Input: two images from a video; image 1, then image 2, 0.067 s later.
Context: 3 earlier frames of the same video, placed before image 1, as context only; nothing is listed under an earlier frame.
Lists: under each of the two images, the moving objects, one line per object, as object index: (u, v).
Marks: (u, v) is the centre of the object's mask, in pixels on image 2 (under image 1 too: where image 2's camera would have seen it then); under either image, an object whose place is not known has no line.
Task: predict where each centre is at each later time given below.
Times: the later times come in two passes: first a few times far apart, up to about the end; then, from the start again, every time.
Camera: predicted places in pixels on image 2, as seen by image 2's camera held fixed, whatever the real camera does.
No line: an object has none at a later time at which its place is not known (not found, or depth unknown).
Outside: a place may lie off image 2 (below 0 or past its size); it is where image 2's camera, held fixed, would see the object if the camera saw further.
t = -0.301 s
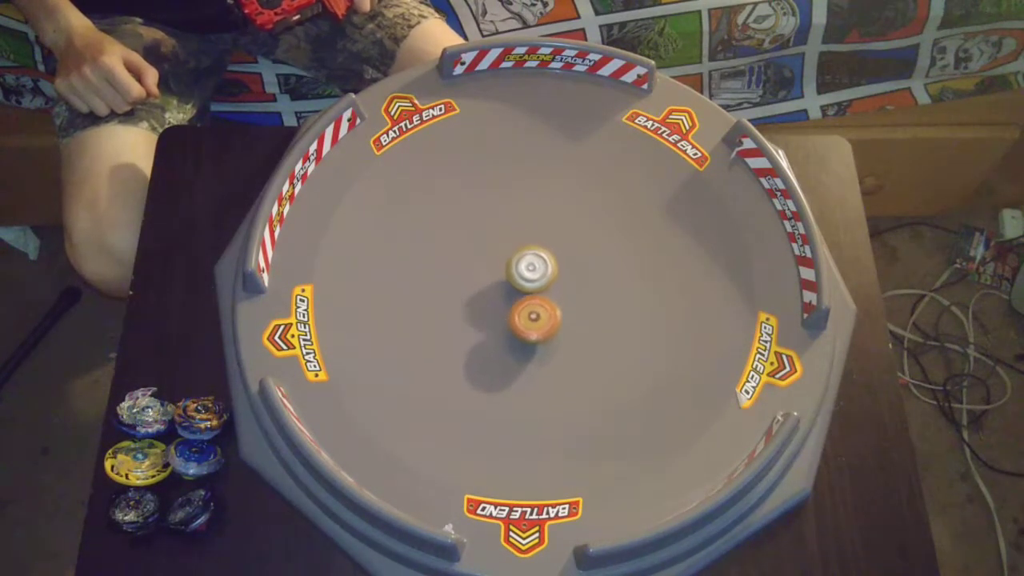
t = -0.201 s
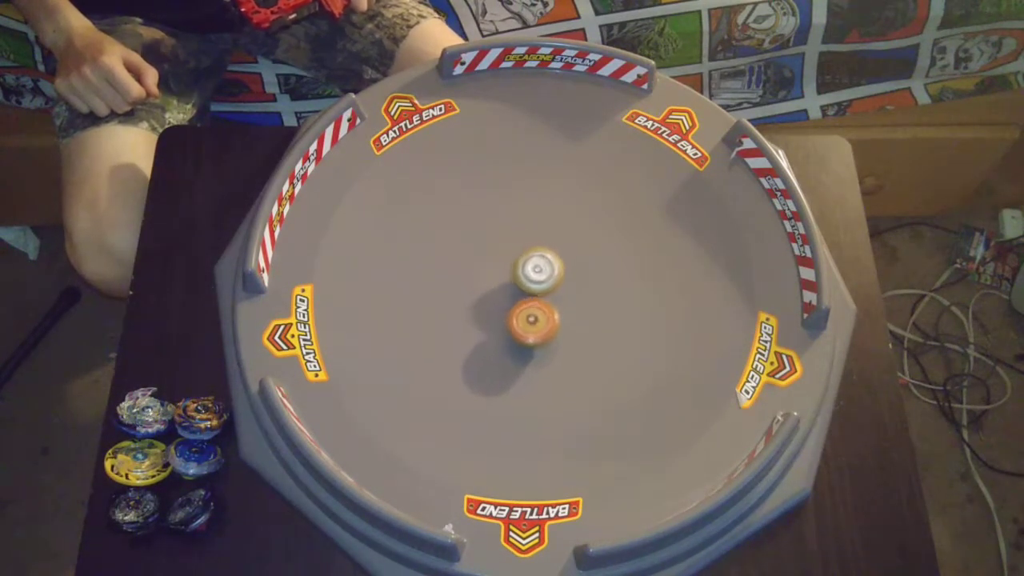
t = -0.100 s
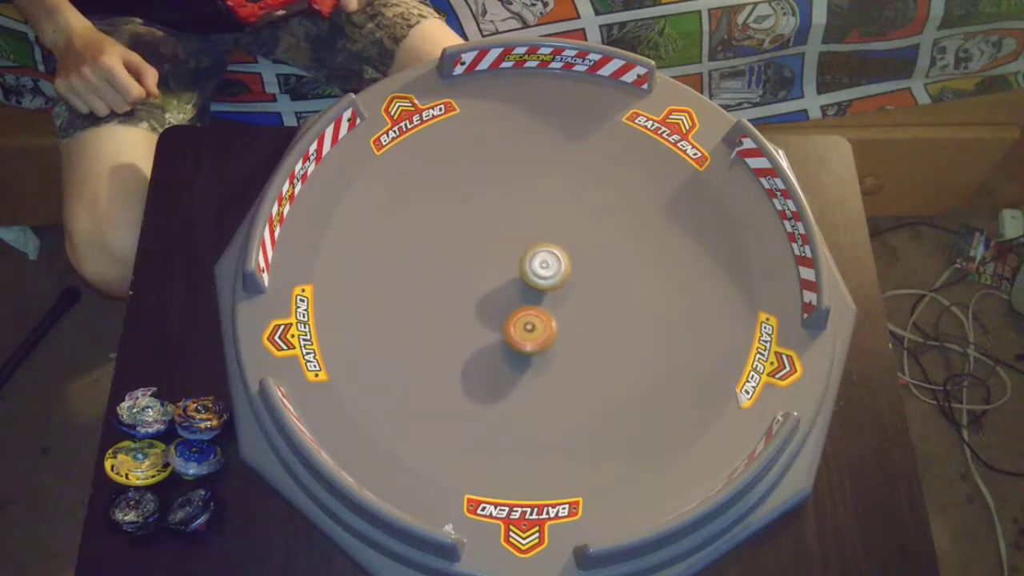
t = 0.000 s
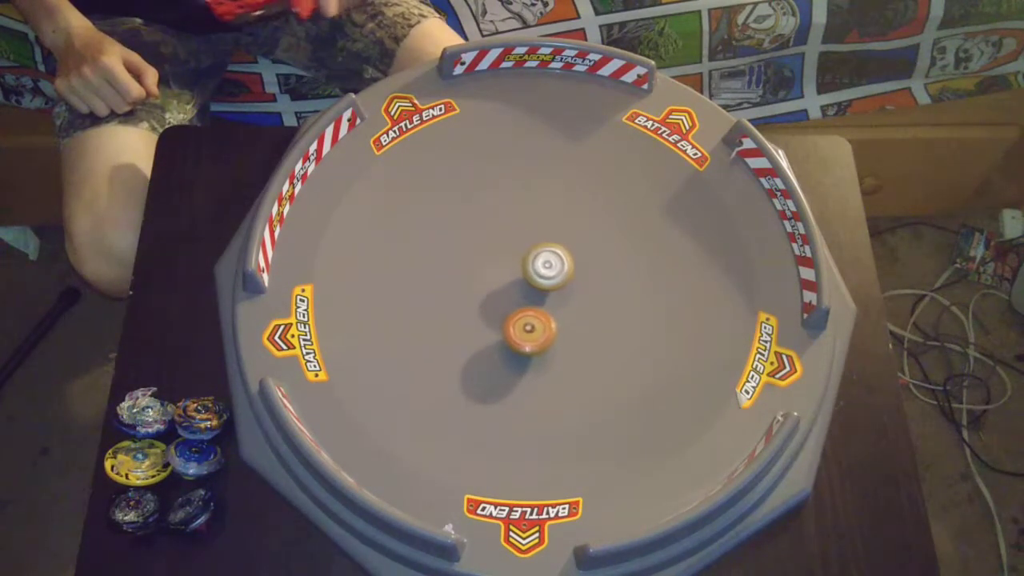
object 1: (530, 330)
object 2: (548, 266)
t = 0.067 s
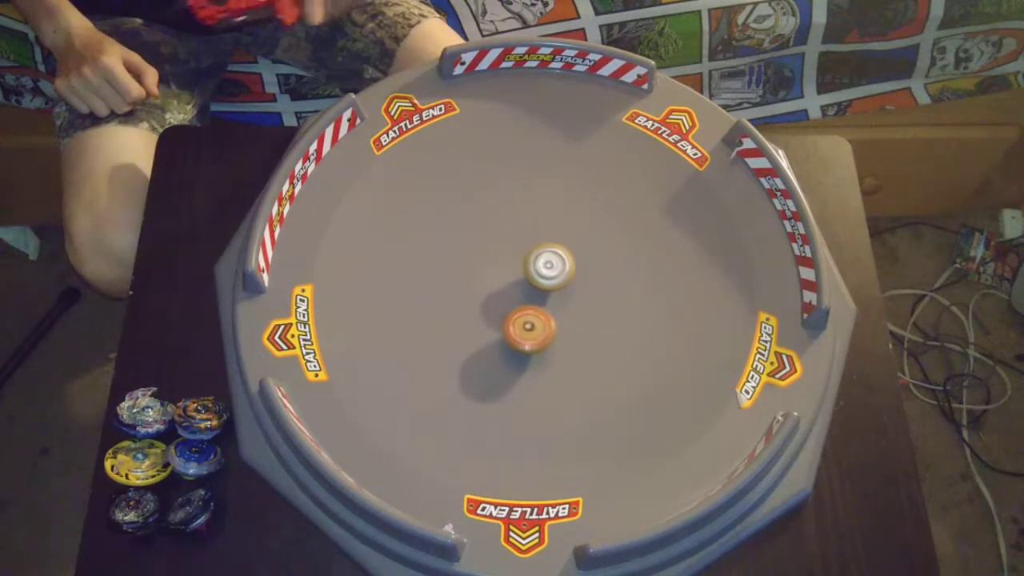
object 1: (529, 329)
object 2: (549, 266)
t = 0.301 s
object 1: (532, 318)
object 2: (551, 270)
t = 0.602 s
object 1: (506, 316)
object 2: (561, 266)
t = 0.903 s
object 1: (493, 298)
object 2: (552, 274)
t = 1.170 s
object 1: (490, 280)
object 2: (545, 288)
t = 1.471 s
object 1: (495, 263)
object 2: (538, 299)
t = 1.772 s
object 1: (511, 259)
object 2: (532, 305)
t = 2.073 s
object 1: (537, 229)
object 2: (525, 318)
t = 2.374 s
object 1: (579, 213)
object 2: (516, 312)
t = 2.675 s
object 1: (598, 219)
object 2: (514, 298)
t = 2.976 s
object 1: (603, 248)
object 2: (521, 281)
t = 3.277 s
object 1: (600, 287)
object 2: (530, 269)
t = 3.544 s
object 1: (580, 316)
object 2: (541, 266)
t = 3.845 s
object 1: (543, 337)
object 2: (549, 269)
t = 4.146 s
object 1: (493, 349)
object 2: (552, 281)
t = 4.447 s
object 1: (456, 345)
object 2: (548, 295)
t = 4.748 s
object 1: (451, 323)
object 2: (537, 302)
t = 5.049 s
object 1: (456, 285)
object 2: (525, 301)
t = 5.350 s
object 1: (476, 250)
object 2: (515, 291)
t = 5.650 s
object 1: (508, 229)
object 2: (514, 279)
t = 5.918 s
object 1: (540, 225)
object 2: (524, 273)
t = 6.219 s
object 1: (578, 234)
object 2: (535, 273)
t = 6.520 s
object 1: (610, 252)
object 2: (539, 281)
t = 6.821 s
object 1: (619, 281)
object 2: (539, 293)
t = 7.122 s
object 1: (604, 315)
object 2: (536, 298)
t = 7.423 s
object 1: (564, 341)
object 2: (531, 295)
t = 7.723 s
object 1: (512, 347)
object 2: (525, 287)
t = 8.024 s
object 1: (461, 334)
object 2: (523, 277)
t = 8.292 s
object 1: (444, 314)
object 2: (527, 274)
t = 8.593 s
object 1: (449, 281)
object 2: (536, 273)
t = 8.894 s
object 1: (475, 246)
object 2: (544, 279)
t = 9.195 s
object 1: (513, 231)
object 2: (544, 289)
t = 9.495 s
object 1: (543, 243)
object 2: (537, 295)
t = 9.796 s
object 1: (566, 265)
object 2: (525, 300)
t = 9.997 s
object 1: (576, 283)
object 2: (519, 299)
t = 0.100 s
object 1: (529, 328)
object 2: (550, 267)
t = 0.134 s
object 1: (530, 327)
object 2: (550, 267)
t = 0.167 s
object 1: (530, 325)
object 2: (550, 267)
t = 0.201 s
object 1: (530, 323)
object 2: (551, 268)
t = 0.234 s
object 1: (531, 321)
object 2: (551, 268)
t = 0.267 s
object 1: (532, 319)
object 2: (551, 269)
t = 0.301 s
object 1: (532, 318)
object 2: (551, 270)
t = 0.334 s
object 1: (531, 317)
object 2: (553, 270)
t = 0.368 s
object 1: (526, 319)
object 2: (556, 268)
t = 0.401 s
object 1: (523, 320)
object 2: (558, 267)
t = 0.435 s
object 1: (519, 320)
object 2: (559, 267)
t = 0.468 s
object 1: (516, 320)
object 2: (560, 266)
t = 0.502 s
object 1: (513, 320)
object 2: (560, 266)
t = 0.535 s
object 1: (510, 319)
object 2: (561, 266)
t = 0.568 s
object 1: (508, 317)
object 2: (561, 266)
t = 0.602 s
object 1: (506, 316)
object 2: (561, 266)
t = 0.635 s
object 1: (504, 315)
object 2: (560, 267)
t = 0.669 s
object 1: (502, 312)
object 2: (560, 267)
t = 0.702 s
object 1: (500, 311)
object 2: (559, 268)
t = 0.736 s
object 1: (498, 309)
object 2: (558, 269)
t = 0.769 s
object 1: (497, 307)
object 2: (557, 270)
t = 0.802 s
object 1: (496, 305)
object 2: (556, 271)
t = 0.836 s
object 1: (495, 303)
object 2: (554, 272)
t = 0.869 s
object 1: (494, 300)
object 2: (553, 273)
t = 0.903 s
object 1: (493, 298)
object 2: (552, 274)
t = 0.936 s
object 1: (493, 296)
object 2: (550, 276)
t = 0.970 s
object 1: (493, 294)
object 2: (549, 277)
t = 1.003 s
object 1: (493, 291)
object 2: (548, 279)
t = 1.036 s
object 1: (492, 289)
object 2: (548, 281)
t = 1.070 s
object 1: (491, 287)
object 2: (547, 283)
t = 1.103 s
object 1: (491, 285)
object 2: (547, 285)
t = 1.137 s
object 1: (490, 283)
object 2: (546, 286)
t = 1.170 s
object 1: (490, 280)
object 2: (545, 288)
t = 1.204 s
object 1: (489, 278)
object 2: (545, 290)
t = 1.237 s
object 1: (490, 276)
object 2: (544, 291)
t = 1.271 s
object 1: (490, 274)
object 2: (543, 292)
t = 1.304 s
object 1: (490, 272)
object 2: (542, 294)
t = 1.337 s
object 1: (491, 270)
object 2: (541, 295)
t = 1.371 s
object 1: (492, 268)
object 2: (540, 297)
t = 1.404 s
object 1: (493, 266)
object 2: (539, 298)
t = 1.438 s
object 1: (494, 264)
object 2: (538, 299)
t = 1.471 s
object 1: (495, 263)
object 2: (538, 299)
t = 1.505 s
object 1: (497, 262)
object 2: (537, 300)
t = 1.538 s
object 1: (498, 260)
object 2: (536, 301)
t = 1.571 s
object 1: (500, 259)
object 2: (536, 302)
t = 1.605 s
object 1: (502, 258)
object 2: (535, 302)
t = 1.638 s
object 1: (503, 258)
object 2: (535, 303)
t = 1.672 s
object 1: (505, 258)
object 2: (534, 303)
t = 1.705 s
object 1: (507, 258)
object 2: (533, 303)
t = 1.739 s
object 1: (509, 259)
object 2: (532, 304)
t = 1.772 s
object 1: (511, 259)
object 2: (532, 305)
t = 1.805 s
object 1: (513, 254)
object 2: (531, 309)
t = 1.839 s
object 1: (515, 250)
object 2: (530, 312)
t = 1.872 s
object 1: (517, 246)
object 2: (529, 314)
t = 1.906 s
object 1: (520, 243)
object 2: (529, 315)
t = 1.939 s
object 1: (523, 240)
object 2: (528, 316)
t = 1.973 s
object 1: (526, 237)
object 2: (527, 317)
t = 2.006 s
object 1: (529, 235)
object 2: (527, 318)
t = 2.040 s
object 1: (533, 232)
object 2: (526, 318)
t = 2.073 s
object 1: (537, 229)
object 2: (525, 318)
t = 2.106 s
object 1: (541, 227)
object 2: (524, 317)
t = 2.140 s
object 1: (545, 224)
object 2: (523, 317)
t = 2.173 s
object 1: (550, 222)
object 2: (522, 317)
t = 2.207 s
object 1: (555, 220)
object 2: (521, 316)
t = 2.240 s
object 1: (560, 218)
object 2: (520, 316)
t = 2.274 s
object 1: (565, 216)
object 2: (519, 315)
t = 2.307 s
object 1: (570, 215)
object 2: (518, 314)
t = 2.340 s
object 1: (574, 214)
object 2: (517, 314)
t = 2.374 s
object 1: (579, 213)
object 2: (516, 312)
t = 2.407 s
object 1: (583, 212)
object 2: (516, 311)
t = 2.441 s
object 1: (586, 212)
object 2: (515, 310)
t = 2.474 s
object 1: (589, 211)
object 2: (515, 309)
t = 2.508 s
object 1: (592, 212)
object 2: (514, 307)
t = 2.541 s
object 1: (594, 213)
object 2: (514, 306)
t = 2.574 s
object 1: (596, 214)
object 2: (514, 304)
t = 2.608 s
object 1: (597, 215)
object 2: (514, 302)
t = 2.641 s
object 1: (598, 217)
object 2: (514, 300)
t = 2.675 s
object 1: (598, 219)
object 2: (514, 298)
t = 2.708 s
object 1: (598, 221)
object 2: (515, 296)
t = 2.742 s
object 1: (599, 224)
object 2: (515, 295)
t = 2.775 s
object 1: (599, 226)
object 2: (516, 292)
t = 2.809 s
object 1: (599, 230)
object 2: (517, 290)
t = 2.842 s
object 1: (600, 233)
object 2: (518, 289)
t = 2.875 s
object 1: (600, 237)
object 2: (518, 286)
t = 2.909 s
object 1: (601, 240)
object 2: (519, 284)
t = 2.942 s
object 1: (602, 244)
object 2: (520, 283)
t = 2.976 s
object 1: (603, 248)
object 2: (521, 281)
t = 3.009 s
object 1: (603, 252)
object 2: (522, 280)
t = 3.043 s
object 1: (604, 256)
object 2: (523, 278)
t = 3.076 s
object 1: (604, 261)
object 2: (523, 276)
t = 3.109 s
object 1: (604, 266)
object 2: (524, 275)
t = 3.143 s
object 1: (604, 270)
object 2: (526, 274)
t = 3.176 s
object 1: (603, 275)
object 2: (527, 273)
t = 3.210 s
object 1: (602, 279)
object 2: (528, 272)
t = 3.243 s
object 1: (601, 283)
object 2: (529, 271)
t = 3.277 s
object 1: (600, 287)
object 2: (530, 269)
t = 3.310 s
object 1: (598, 291)
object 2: (532, 269)
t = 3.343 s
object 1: (596, 295)
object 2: (533, 268)
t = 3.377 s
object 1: (595, 298)
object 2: (534, 267)
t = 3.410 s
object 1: (592, 302)
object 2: (535, 267)
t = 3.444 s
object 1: (589, 306)
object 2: (537, 267)
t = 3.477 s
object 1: (587, 309)
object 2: (538, 266)
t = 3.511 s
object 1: (583, 312)
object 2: (539, 266)
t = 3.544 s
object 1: (580, 316)
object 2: (541, 266)
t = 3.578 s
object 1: (577, 318)
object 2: (542, 266)
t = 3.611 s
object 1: (573, 321)
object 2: (543, 266)
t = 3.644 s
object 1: (569, 324)
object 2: (544, 266)
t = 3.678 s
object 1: (565, 326)
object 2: (545, 266)
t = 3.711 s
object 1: (561, 329)
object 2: (546, 267)
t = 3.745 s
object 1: (557, 331)
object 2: (547, 267)
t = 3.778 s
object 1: (552, 333)
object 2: (547, 268)
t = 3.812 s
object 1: (548, 335)
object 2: (548, 269)
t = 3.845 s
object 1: (543, 337)
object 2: (549, 269)
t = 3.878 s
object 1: (538, 339)
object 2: (550, 271)
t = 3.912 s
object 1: (533, 341)
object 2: (550, 272)
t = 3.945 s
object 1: (527, 342)
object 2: (550, 272)
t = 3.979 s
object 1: (522, 344)
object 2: (551, 274)
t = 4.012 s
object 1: (516, 345)
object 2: (551, 275)
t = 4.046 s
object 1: (510, 346)
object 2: (552, 276)
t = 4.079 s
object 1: (505, 347)
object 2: (552, 278)
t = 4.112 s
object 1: (499, 348)
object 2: (552, 279)
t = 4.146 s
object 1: (493, 349)
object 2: (552, 281)
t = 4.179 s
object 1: (488, 349)
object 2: (552, 282)
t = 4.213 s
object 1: (482, 349)
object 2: (552, 284)
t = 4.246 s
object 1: (477, 350)
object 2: (552, 286)
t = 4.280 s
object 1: (472, 349)
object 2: (551, 287)
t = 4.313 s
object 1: (468, 349)
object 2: (551, 289)
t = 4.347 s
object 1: (464, 348)
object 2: (550, 290)
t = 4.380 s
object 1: (461, 347)
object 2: (549, 292)
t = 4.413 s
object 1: (458, 346)
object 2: (549, 293)
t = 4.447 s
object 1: (456, 345)
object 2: (548, 295)
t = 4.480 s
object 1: (454, 343)
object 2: (547, 296)
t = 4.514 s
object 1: (453, 341)
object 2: (546, 297)
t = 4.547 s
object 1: (452, 340)
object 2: (544, 299)
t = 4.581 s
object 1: (451, 337)
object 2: (543, 299)
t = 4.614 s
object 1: (451, 335)
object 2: (542, 300)
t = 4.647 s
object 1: (451, 332)
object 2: (541, 301)
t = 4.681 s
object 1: (451, 330)
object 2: (540, 301)
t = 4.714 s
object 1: (451, 328)
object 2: (538, 302)
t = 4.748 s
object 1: (451, 323)
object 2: (537, 302)
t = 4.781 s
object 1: (452, 320)
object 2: (535, 302)
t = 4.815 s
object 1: (452, 316)
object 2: (534, 303)
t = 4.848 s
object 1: (452, 312)
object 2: (533, 303)
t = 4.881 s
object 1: (452, 308)
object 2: (531, 302)
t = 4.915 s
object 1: (453, 304)
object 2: (530, 302)
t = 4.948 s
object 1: (453, 299)
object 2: (528, 302)
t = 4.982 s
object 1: (454, 295)
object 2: (527, 301)
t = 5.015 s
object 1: (455, 290)
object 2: (526, 301)
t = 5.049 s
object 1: (456, 285)
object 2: (525, 301)
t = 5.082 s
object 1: (457, 281)
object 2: (523, 300)
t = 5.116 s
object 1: (459, 277)
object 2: (522, 299)
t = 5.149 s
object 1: (460, 272)
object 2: (521, 298)
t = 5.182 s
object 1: (462, 268)
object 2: (520, 297)
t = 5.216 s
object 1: (465, 264)
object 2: (519, 296)
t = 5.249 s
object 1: (467, 260)
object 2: (518, 295)
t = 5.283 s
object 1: (470, 256)
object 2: (516, 293)
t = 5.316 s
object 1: (473, 253)
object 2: (516, 292)
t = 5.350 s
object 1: (476, 250)
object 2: (515, 291)
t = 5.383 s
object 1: (479, 247)
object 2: (514, 289)
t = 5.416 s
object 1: (483, 244)
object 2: (514, 288)
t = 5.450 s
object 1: (486, 242)
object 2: (514, 286)
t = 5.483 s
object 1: (489, 240)
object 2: (513, 285)
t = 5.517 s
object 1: (493, 237)
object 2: (513, 283)
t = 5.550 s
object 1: (497, 235)
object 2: (513, 281)
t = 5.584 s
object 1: (500, 233)
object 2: (514, 280)
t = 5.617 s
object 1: (504, 231)
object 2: (514, 280)
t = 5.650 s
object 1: (508, 229)
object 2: (514, 279)
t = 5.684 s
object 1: (512, 228)
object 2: (516, 278)
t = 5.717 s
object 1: (516, 227)
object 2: (516, 277)
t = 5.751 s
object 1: (520, 226)
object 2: (517, 277)
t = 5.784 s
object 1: (524, 225)
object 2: (519, 276)
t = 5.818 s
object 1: (528, 225)
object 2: (520, 275)
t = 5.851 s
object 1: (532, 225)
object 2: (521, 274)
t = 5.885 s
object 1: (536, 225)
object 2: (522, 274)
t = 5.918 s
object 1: (540, 225)
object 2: (524, 273)
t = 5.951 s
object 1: (544, 226)
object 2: (526, 273)
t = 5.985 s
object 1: (548, 227)
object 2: (527, 272)
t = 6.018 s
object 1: (552, 228)
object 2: (529, 272)
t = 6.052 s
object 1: (556, 228)
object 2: (531, 271)
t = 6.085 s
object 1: (560, 230)
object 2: (533, 271)
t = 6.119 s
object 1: (563, 231)
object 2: (535, 271)
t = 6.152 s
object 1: (568, 232)
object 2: (536, 271)
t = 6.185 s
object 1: (572, 233)
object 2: (535, 272)
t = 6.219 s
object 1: (578, 234)
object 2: (535, 273)
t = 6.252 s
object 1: (582, 235)
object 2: (536, 273)
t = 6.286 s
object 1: (586, 237)
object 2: (537, 274)
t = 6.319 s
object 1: (590, 238)
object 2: (537, 275)
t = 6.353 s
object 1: (594, 240)
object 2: (537, 276)
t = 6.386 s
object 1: (598, 242)
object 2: (538, 277)
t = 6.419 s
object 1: (601, 244)
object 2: (538, 278)
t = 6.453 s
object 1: (604, 247)
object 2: (539, 279)
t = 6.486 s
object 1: (607, 250)
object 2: (539, 280)
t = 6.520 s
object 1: (610, 252)
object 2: (539, 281)
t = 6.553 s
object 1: (612, 255)
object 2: (539, 283)
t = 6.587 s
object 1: (614, 258)
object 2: (539, 284)
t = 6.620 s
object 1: (615, 261)
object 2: (539, 285)
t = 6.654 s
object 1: (617, 264)
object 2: (540, 287)
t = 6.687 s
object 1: (618, 268)
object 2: (540, 288)
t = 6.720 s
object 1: (619, 271)
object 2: (539, 289)
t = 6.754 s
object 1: (619, 274)
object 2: (539, 291)
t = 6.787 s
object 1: (619, 278)
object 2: (539, 292)
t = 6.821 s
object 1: (619, 281)
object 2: (539, 293)
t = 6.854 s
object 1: (619, 285)
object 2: (538, 294)
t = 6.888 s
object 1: (618, 289)
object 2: (538, 295)
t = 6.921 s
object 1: (617, 292)
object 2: (538, 296)
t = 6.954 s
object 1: (616, 296)
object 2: (537, 297)
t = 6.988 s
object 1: (614, 300)
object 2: (537, 297)
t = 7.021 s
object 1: (612, 304)
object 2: (537, 298)
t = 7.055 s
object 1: (610, 307)
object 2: (537, 298)
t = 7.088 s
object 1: (607, 311)
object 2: (536, 298)
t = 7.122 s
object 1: (604, 315)
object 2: (536, 298)
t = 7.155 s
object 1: (601, 318)
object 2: (535, 298)
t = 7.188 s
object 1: (597, 322)
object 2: (535, 298)
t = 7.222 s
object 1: (592, 325)
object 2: (535, 298)
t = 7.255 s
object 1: (588, 328)
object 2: (535, 298)
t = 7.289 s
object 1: (584, 331)
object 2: (534, 297)
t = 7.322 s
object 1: (579, 334)
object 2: (533, 297)
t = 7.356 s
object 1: (575, 336)
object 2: (532, 296)
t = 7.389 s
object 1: (570, 339)
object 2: (532, 296)
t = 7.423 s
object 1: (564, 341)
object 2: (531, 295)
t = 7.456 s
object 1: (559, 343)
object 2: (531, 295)
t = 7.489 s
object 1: (553, 344)
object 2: (530, 294)
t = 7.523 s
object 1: (547, 345)
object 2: (529, 293)
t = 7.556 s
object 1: (541, 346)
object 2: (528, 292)
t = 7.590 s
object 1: (536, 347)
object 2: (528, 291)
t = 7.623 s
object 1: (530, 347)
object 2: (527, 290)
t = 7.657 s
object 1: (524, 347)
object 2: (526, 289)
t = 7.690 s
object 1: (518, 347)
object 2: (526, 288)
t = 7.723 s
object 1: (512, 347)
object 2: (525, 287)
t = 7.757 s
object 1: (505, 346)
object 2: (524, 286)
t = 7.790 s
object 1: (499, 346)
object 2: (524, 285)
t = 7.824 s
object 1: (493, 345)
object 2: (523, 283)
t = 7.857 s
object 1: (487, 343)
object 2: (523, 282)
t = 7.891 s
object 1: (480, 342)
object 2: (523, 281)
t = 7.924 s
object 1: (475, 340)
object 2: (522, 280)
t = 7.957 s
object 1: (470, 338)
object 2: (523, 279)
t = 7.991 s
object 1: (465, 336)
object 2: (523, 278)
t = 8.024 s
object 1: (461, 334)
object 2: (523, 277)
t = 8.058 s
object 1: (457, 332)
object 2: (523, 277)
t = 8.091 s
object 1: (454, 330)
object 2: (523, 276)
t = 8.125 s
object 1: (452, 328)
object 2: (524, 275)
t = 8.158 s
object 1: (449, 325)
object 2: (524, 275)
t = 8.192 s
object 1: (447, 322)
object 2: (524, 275)
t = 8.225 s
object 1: (446, 319)
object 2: (525, 274)
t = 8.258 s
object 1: (445, 316)
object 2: (526, 274)
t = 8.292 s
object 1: (444, 314)
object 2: (527, 274)
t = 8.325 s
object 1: (443, 310)
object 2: (527, 274)
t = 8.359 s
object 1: (444, 308)
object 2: (528, 273)
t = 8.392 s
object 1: (444, 305)
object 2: (529, 273)
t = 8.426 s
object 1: (444, 300)
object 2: (530, 273)
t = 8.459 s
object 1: (444, 297)
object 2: (531, 273)
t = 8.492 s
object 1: (445, 293)
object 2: (532, 273)
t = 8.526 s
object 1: (446, 290)
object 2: (534, 273)
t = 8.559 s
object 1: (448, 286)
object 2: (535, 273)
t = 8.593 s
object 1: (449, 281)
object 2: (536, 273)
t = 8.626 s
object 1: (451, 277)
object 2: (537, 274)
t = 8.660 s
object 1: (453, 273)
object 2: (538, 274)
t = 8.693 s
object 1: (456, 269)
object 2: (539, 275)
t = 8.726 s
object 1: (459, 265)
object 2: (540, 275)
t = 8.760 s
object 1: (461, 261)
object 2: (541, 276)
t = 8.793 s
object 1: (464, 257)
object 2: (542, 277)
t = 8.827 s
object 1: (468, 253)
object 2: (543, 277)
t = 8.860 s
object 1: (471, 250)
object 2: (543, 278)
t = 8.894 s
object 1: (475, 246)
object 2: (544, 279)
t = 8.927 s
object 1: (479, 244)
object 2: (544, 280)
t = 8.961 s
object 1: (483, 241)
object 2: (545, 281)
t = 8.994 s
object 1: (487, 239)
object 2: (545, 282)
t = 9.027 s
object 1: (492, 237)
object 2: (545, 283)
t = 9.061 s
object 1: (496, 235)
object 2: (545, 284)
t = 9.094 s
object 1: (500, 234)
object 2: (545, 285)
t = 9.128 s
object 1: (504, 232)
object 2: (544, 286)
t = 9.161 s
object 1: (509, 232)
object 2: (544, 288)
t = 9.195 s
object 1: (513, 231)
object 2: (544, 289)
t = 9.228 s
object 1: (517, 232)
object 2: (543, 290)
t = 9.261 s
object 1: (521, 232)
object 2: (543, 290)
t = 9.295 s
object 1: (525, 233)
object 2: (542, 291)
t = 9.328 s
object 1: (528, 234)
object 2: (541, 292)
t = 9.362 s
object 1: (531, 236)
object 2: (541, 293)
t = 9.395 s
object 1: (534, 237)
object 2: (540, 294)
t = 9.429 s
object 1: (537, 239)
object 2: (539, 294)
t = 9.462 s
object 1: (540, 241)
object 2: (538, 295)
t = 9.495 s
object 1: (543, 243)
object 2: (537, 295)
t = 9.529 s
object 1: (546, 245)
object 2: (537, 295)
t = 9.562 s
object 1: (548, 248)
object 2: (536, 296)
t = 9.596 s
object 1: (551, 250)
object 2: (535, 296)
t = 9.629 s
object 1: (553, 253)
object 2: (533, 297)
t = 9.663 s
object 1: (555, 255)
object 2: (531, 297)
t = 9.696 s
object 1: (558, 257)
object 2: (529, 298)
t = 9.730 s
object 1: (561, 259)
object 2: (527, 299)
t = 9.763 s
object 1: (564, 262)
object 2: (526, 299)
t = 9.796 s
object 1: (566, 265)
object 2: (525, 300)
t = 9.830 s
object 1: (568, 267)
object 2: (524, 300)
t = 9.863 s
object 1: (570, 270)
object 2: (523, 300)
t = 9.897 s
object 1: (572, 273)
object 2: (522, 300)
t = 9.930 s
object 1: (574, 277)
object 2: (521, 300)
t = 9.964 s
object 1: (575, 280)
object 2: (520, 299)
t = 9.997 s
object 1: (576, 283)
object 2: (519, 299)
